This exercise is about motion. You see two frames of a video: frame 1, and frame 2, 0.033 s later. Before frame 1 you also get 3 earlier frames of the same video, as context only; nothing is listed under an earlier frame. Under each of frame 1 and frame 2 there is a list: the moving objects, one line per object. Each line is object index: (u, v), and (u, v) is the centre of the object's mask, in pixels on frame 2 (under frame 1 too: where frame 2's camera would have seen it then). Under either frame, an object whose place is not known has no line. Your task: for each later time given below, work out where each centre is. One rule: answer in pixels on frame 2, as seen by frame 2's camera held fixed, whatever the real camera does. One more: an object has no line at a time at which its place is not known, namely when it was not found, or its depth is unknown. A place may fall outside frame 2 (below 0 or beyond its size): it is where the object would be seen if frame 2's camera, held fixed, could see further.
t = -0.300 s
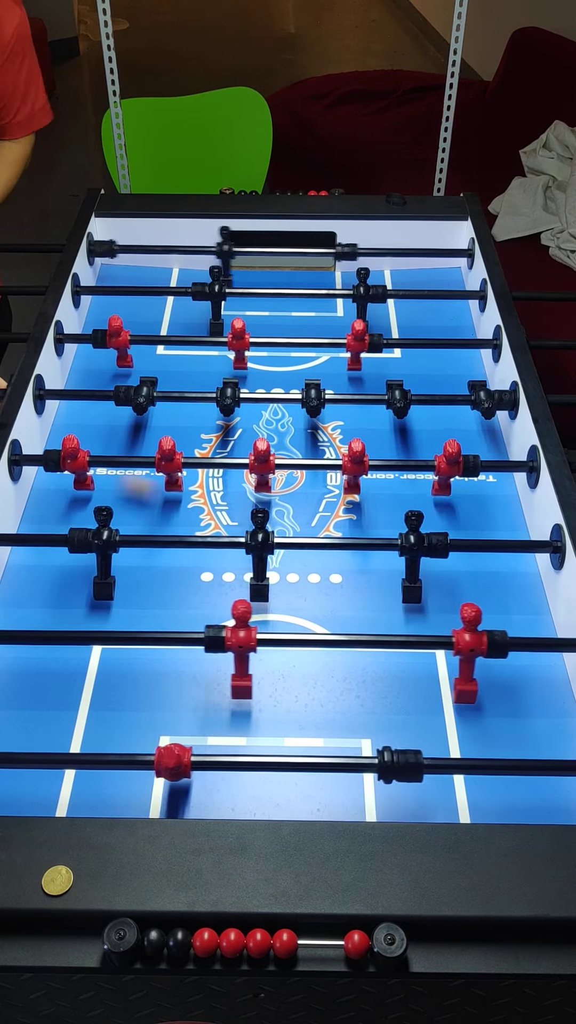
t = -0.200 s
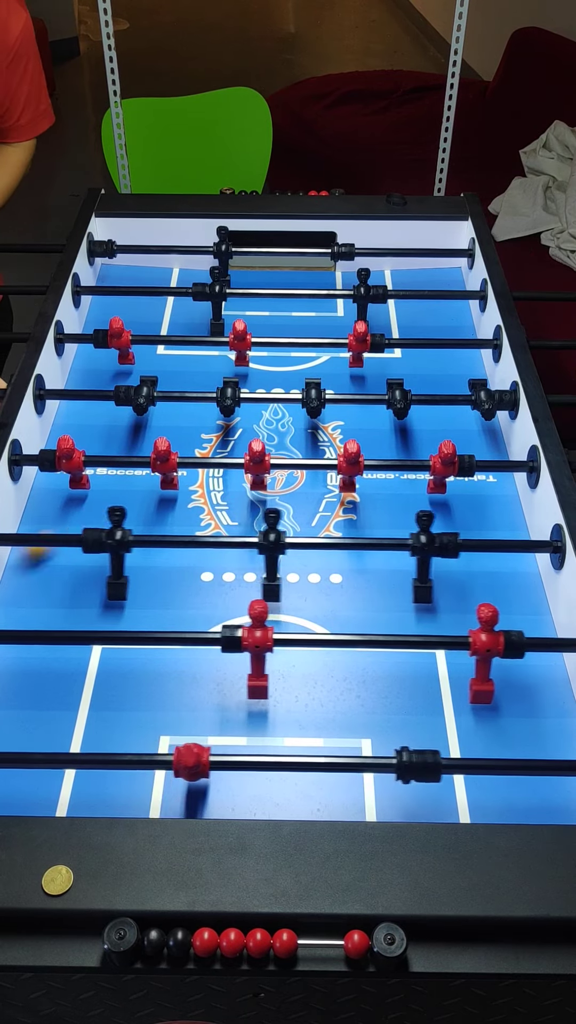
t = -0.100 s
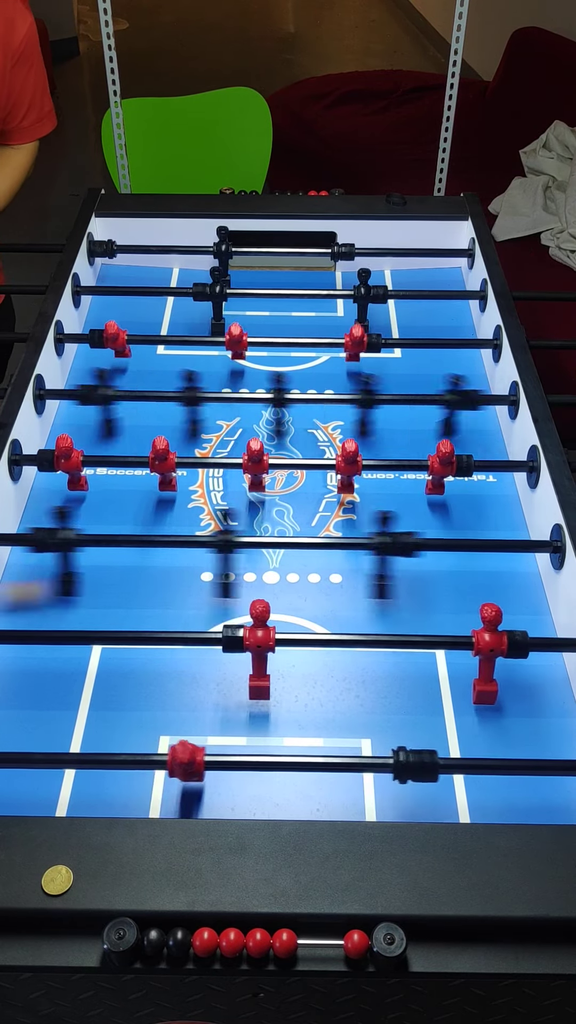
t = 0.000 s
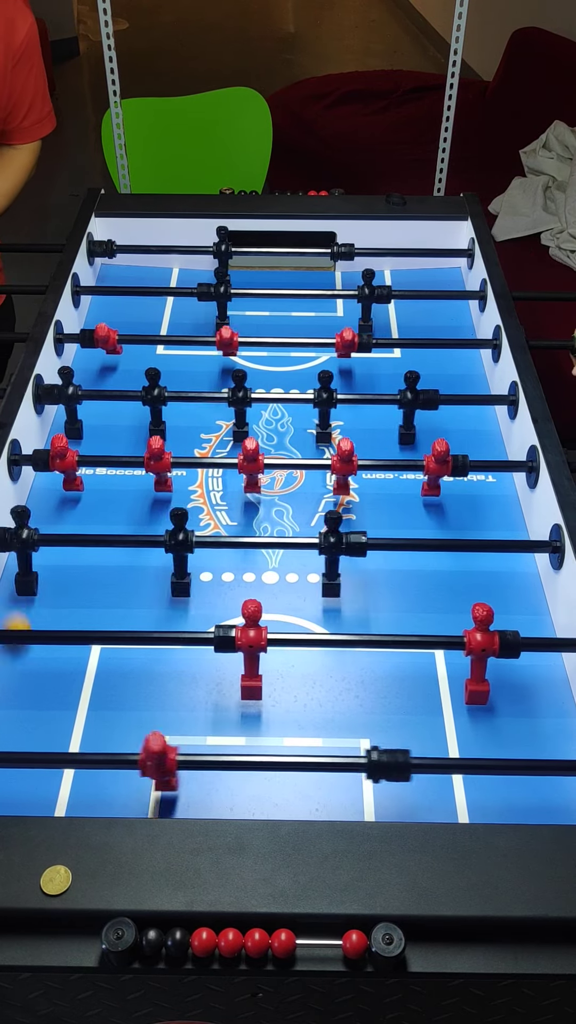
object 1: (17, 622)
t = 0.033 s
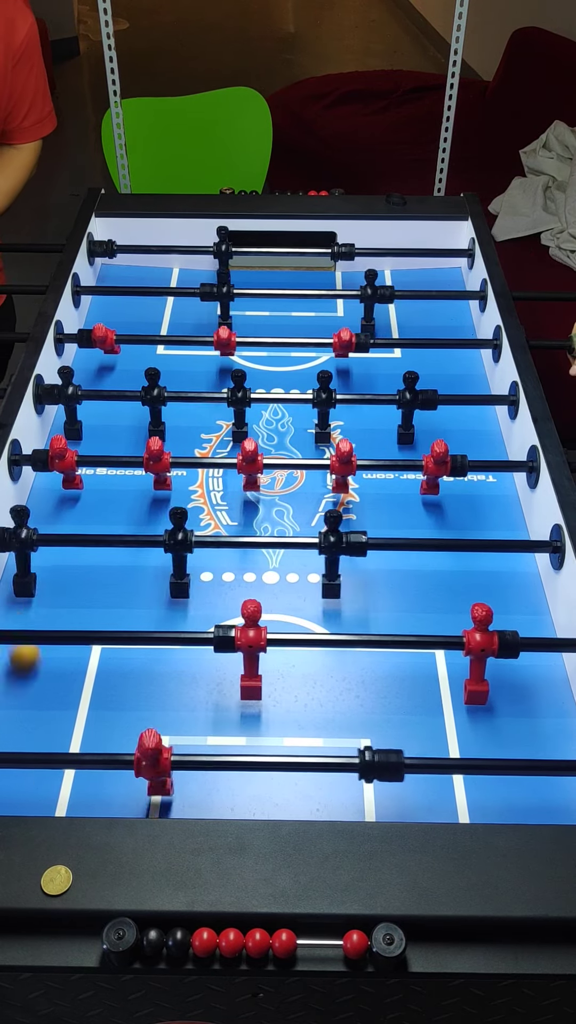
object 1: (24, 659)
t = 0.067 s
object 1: (31, 683)
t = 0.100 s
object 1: (38, 706)
